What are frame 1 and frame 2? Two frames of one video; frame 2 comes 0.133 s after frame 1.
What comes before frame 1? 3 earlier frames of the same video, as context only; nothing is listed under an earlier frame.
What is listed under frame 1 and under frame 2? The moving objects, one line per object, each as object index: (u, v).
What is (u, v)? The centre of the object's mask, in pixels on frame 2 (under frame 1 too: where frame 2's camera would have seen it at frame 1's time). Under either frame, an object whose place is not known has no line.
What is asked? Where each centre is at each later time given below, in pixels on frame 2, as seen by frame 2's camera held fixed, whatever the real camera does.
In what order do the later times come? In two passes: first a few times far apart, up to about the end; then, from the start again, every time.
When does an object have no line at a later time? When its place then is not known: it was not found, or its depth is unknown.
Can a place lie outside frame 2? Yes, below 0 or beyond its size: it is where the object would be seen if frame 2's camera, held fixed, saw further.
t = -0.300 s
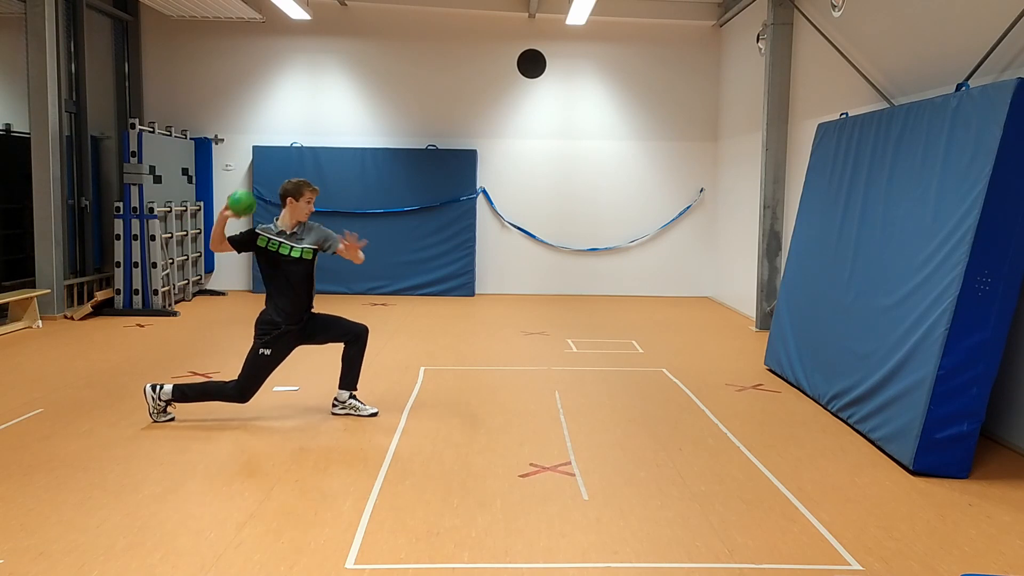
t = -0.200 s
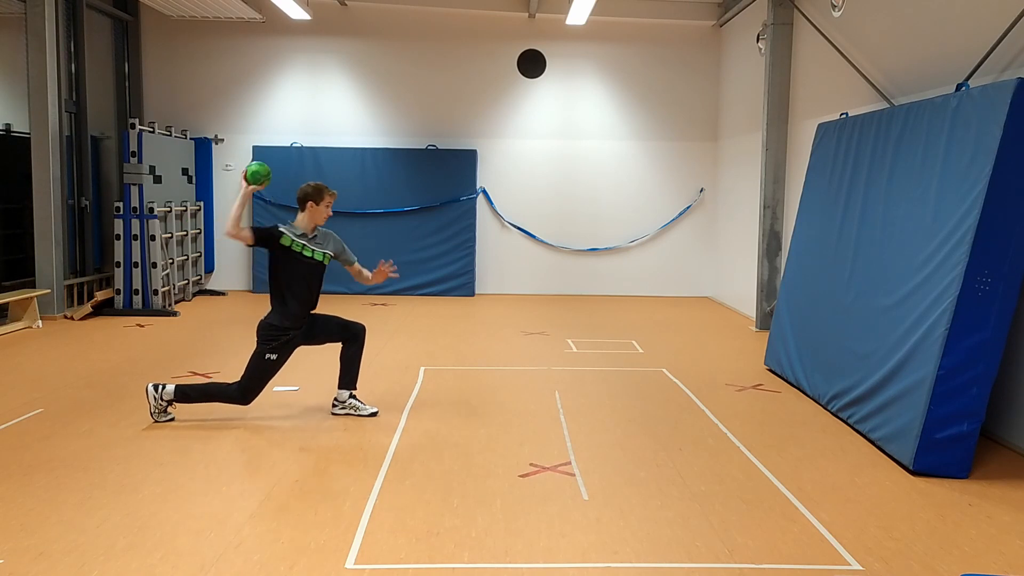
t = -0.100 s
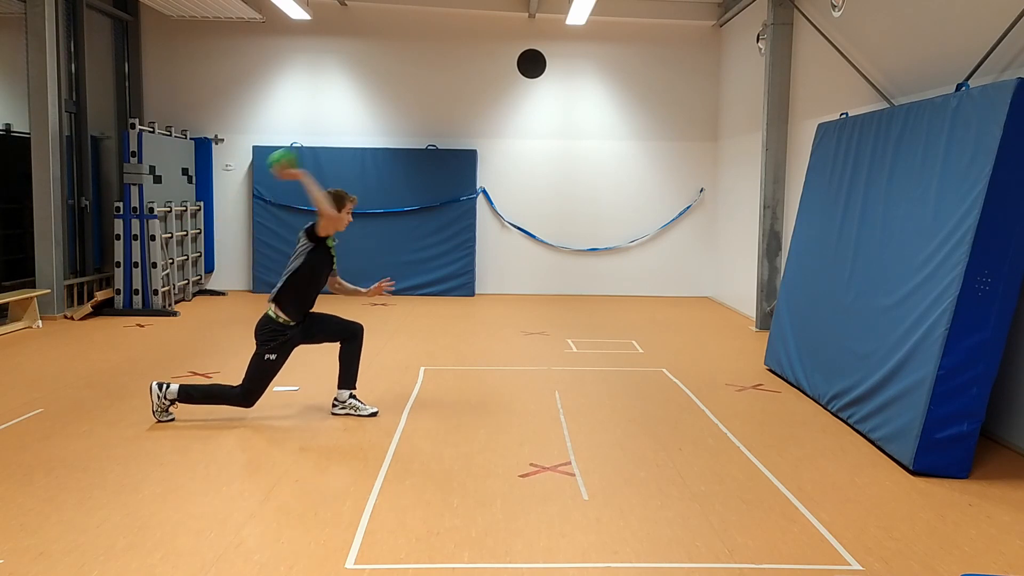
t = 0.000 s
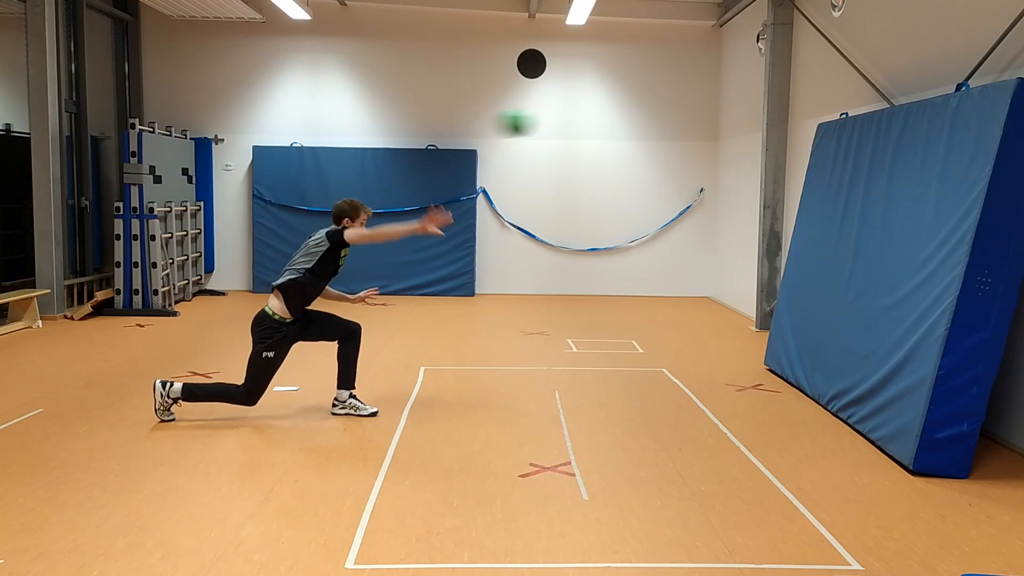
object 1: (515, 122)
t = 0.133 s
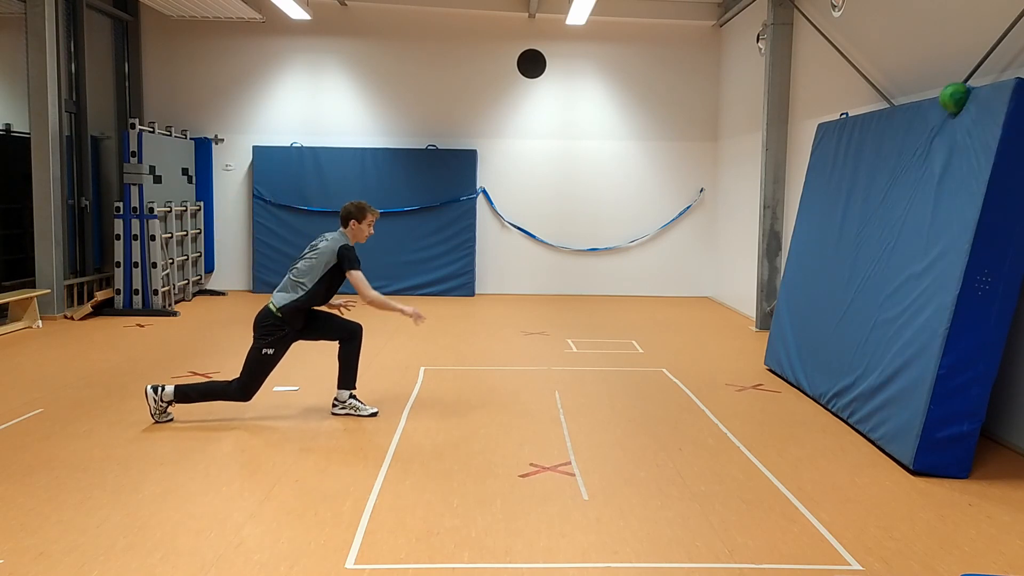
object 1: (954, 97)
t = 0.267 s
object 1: (938, 41)
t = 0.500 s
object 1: (900, 17)
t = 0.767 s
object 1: (849, 108)
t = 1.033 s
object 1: (793, 321)
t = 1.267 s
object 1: (779, 351)
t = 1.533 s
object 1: (790, 262)
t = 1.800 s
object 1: (796, 291)
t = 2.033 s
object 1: (798, 419)
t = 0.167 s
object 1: (953, 80)
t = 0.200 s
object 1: (947, 66)
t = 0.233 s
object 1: (943, 52)
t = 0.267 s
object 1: (938, 41)
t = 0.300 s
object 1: (933, 31)
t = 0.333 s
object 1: (928, 24)
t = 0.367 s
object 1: (923, 18)
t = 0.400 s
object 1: (918, 15)
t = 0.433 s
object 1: (912, 14)
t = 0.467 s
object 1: (906, 15)
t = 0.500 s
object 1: (900, 17)
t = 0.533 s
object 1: (894, 21)
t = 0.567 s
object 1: (889, 27)
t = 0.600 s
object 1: (883, 35)
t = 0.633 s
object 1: (877, 46)
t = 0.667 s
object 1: (870, 59)
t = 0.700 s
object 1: (863, 74)
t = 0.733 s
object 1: (856, 90)
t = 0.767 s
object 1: (849, 108)
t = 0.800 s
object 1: (843, 128)
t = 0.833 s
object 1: (835, 150)
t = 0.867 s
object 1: (829, 174)
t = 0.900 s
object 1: (822, 200)
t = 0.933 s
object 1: (815, 228)
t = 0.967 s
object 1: (808, 258)
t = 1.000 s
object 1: (800, 289)
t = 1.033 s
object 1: (793, 321)
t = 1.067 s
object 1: (786, 356)
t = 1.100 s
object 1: (780, 393)
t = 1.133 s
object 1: (773, 432)
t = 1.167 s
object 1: (774, 414)
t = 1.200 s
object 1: (776, 391)
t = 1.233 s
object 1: (777, 369)
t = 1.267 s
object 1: (779, 351)
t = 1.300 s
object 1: (780, 333)
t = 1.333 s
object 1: (782, 317)
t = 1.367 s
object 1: (783, 304)
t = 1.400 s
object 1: (785, 292)
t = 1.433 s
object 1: (786, 281)
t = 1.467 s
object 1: (788, 273)
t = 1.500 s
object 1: (789, 266)
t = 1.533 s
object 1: (790, 262)
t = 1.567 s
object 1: (791, 259)
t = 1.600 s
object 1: (792, 258)
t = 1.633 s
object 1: (793, 258)
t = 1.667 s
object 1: (794, 261)
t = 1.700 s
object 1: (795, 266)
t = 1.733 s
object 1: (795, 272)
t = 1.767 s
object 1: (796, 280)
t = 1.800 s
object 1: (796, 291)
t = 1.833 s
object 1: (797, 303)
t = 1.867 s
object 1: (797, 317)
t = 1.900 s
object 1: (797, 334)
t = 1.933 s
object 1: (798, 352)
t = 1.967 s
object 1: (798, 373)
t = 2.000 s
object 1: (798, 394)
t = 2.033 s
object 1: (798, 419)
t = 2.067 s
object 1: (798, 440)
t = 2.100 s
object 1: (800, 422)
